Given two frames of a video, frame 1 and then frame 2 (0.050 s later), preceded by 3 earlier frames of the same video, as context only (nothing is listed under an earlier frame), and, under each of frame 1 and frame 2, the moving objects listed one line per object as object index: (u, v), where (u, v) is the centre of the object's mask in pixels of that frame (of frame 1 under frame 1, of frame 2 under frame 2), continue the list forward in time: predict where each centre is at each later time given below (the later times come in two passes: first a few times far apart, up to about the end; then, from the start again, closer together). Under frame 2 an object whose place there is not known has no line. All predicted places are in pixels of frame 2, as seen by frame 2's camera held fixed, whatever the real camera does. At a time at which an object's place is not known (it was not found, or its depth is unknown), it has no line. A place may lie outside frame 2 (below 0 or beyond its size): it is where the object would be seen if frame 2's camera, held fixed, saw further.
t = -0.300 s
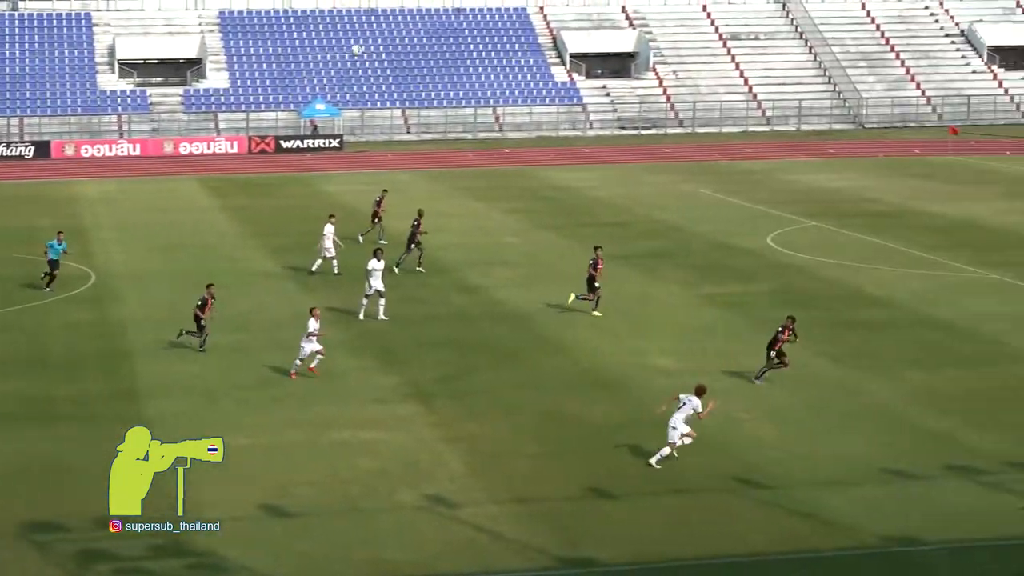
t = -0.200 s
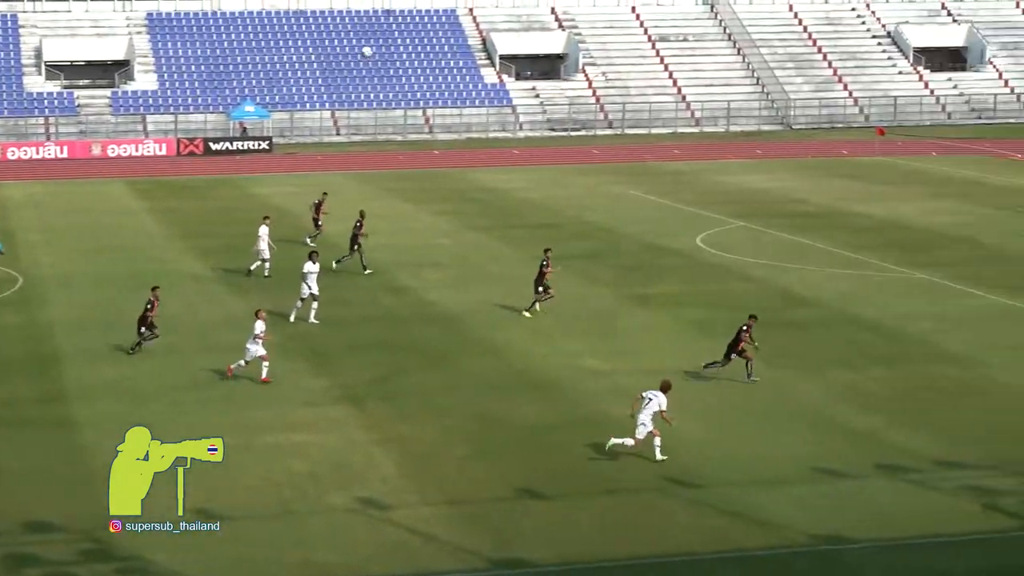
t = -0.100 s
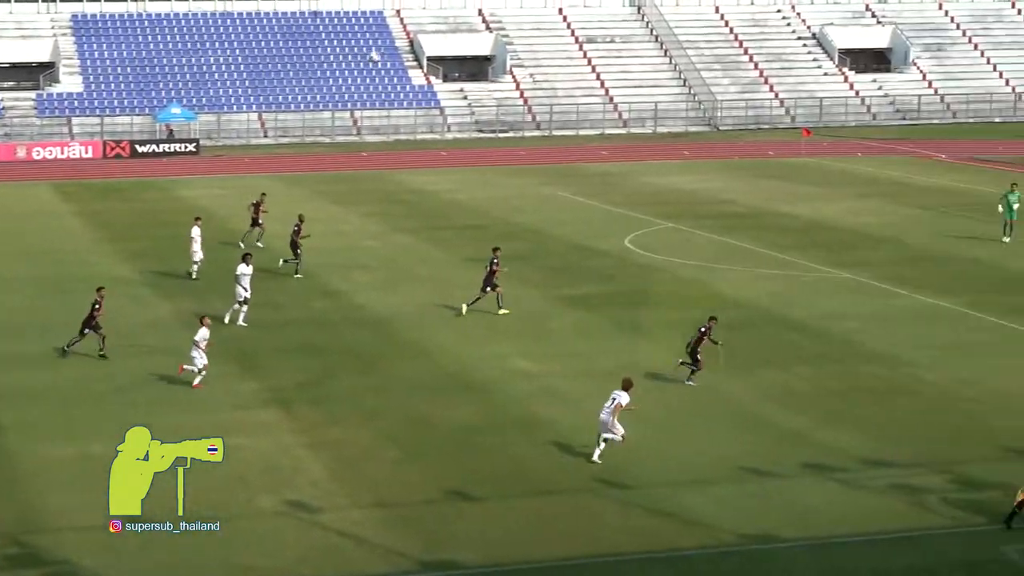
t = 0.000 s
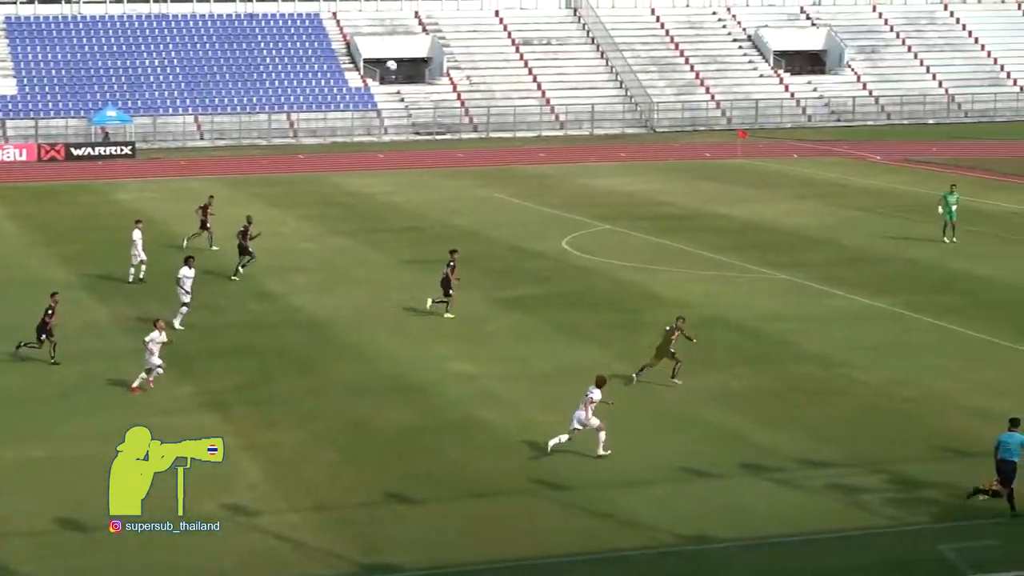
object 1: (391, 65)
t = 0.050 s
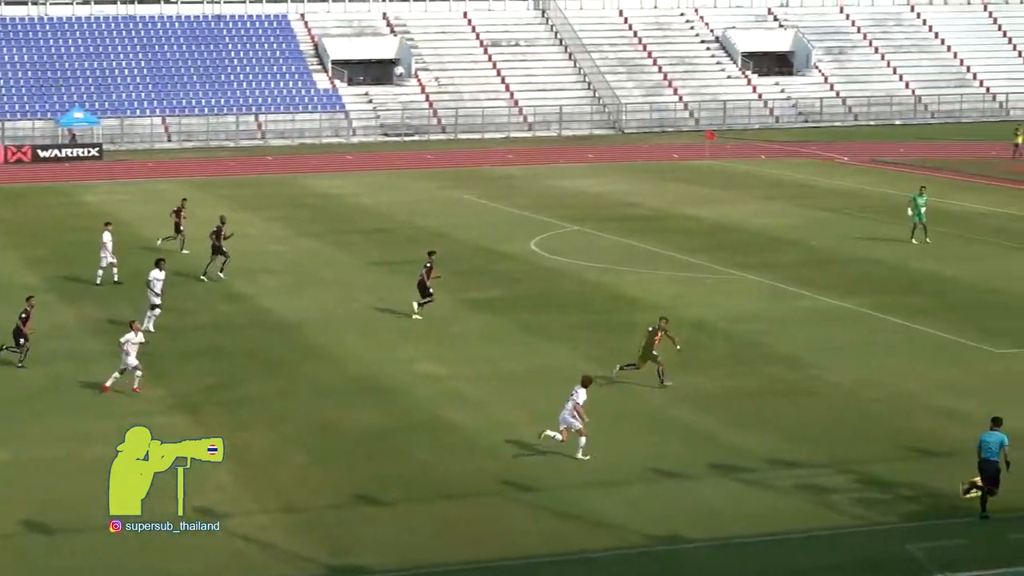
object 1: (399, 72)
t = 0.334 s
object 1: (615, 112)
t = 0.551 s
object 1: (772, 158)
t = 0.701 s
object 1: (879, 199)
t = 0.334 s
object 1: (615, 112)
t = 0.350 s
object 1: (627, 114)
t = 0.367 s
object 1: (638, 118)
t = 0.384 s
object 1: (651, 120)
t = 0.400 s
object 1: (663, 125)
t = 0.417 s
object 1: (676, 127)
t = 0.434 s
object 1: (688, 130)
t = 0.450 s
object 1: (700, 134)
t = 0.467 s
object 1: (712, 138)
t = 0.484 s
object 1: (725, 141)
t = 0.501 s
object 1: (736, 146)
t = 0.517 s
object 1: (748, 150)
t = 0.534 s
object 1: (761, 154)
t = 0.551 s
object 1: (772, 158)
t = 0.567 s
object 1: (784, 162)
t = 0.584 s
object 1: (796, 166)
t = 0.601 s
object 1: (808, 170)
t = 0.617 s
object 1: (819, 175)
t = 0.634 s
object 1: (831, 179)
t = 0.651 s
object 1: (843, 184)
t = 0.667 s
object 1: (855, 188)
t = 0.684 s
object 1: (867, 194)
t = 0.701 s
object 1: (879, 199)
